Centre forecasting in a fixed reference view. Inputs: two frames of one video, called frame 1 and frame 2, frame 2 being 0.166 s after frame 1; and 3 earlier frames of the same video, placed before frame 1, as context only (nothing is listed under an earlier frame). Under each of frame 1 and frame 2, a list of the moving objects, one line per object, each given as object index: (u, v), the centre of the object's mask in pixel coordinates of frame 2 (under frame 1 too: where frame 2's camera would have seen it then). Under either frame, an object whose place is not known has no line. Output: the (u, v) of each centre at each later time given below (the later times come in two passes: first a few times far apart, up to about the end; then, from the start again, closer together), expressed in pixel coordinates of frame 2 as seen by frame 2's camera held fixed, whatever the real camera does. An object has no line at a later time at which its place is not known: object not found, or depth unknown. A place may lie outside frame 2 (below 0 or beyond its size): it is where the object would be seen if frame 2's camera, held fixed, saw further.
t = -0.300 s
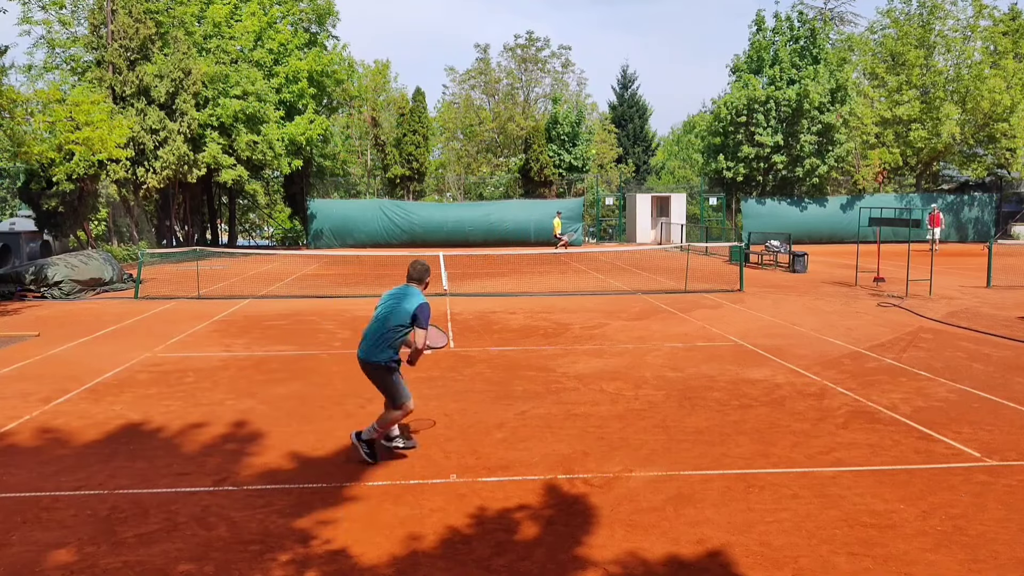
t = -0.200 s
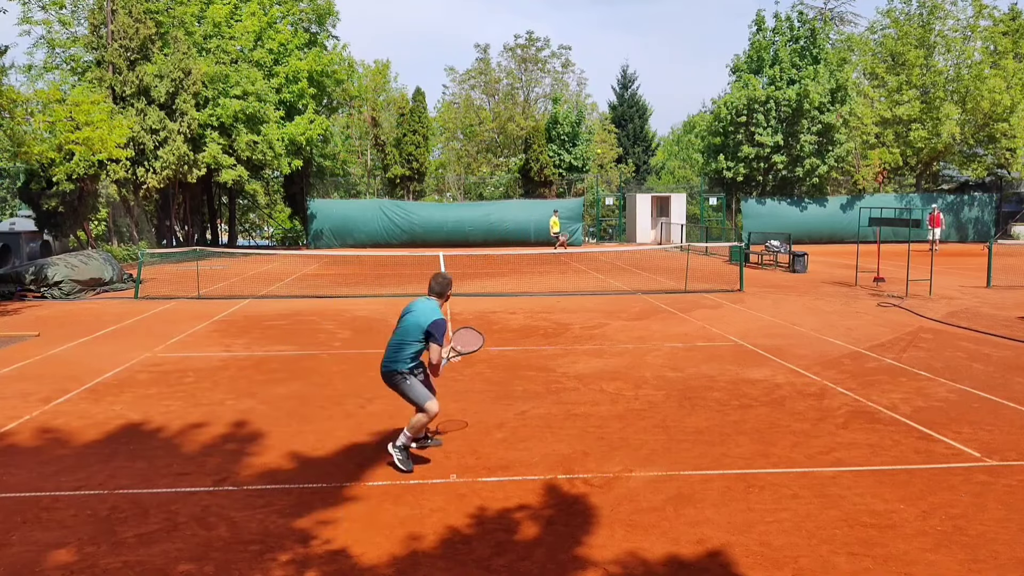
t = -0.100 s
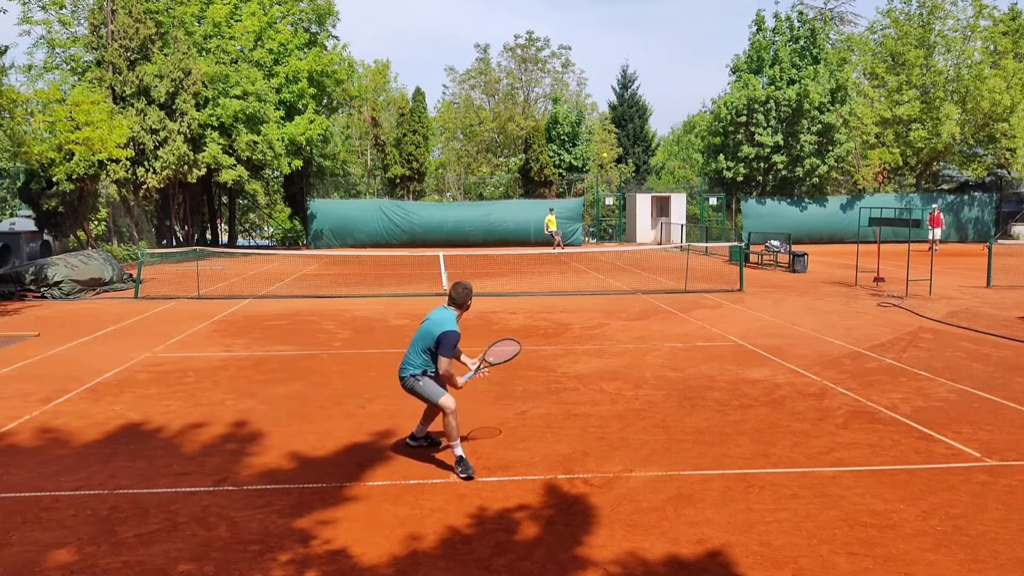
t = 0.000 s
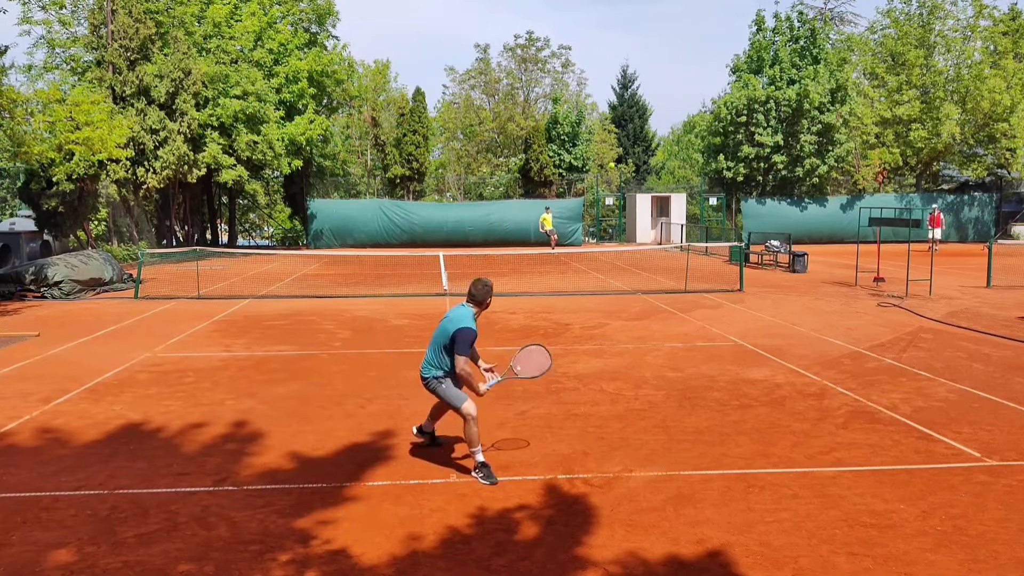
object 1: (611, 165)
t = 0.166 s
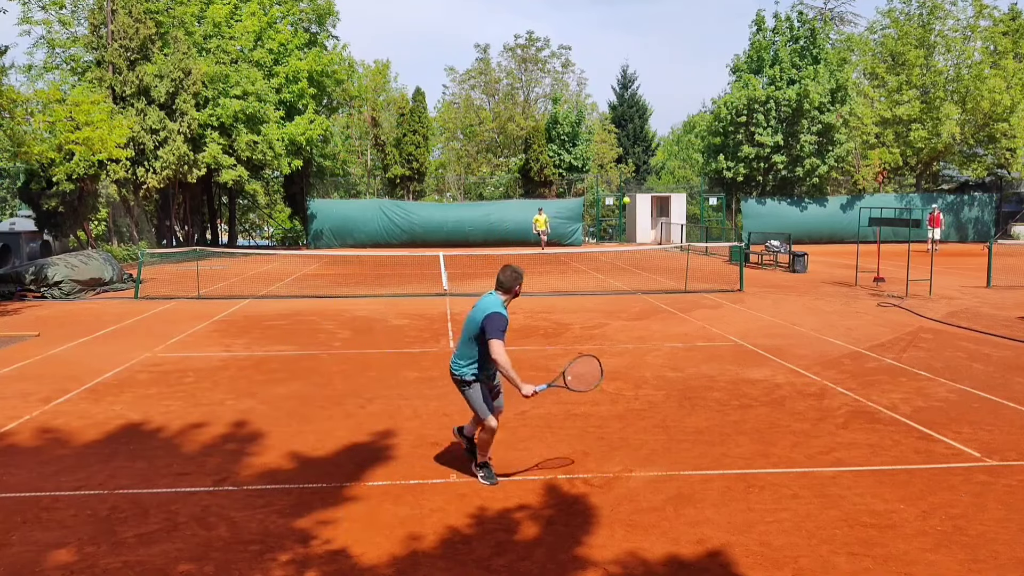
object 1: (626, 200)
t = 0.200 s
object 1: (630, 211)
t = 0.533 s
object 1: (691, 468)
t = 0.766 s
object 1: (735, 475)
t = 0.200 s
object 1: (630, 211)
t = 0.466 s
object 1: (673, 383)
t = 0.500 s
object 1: (681, 422)
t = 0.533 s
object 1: (691, 468)
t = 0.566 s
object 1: (701, 523)
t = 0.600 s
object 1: (710, 552)
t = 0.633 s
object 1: (715, 534)
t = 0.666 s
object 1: (719, 517)
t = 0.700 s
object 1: (724, 501)
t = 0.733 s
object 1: (729, 487)
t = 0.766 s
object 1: (735, 475)
